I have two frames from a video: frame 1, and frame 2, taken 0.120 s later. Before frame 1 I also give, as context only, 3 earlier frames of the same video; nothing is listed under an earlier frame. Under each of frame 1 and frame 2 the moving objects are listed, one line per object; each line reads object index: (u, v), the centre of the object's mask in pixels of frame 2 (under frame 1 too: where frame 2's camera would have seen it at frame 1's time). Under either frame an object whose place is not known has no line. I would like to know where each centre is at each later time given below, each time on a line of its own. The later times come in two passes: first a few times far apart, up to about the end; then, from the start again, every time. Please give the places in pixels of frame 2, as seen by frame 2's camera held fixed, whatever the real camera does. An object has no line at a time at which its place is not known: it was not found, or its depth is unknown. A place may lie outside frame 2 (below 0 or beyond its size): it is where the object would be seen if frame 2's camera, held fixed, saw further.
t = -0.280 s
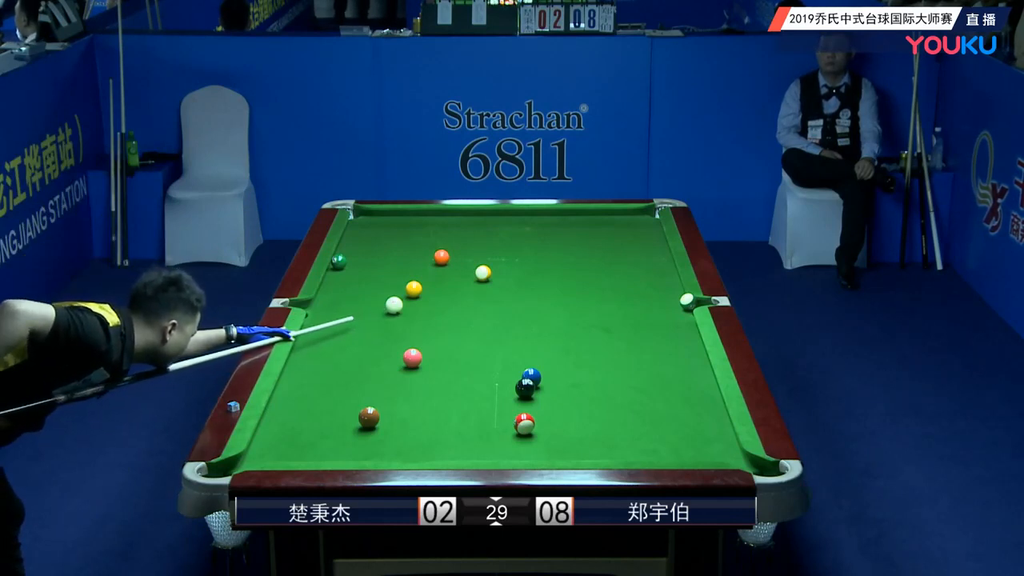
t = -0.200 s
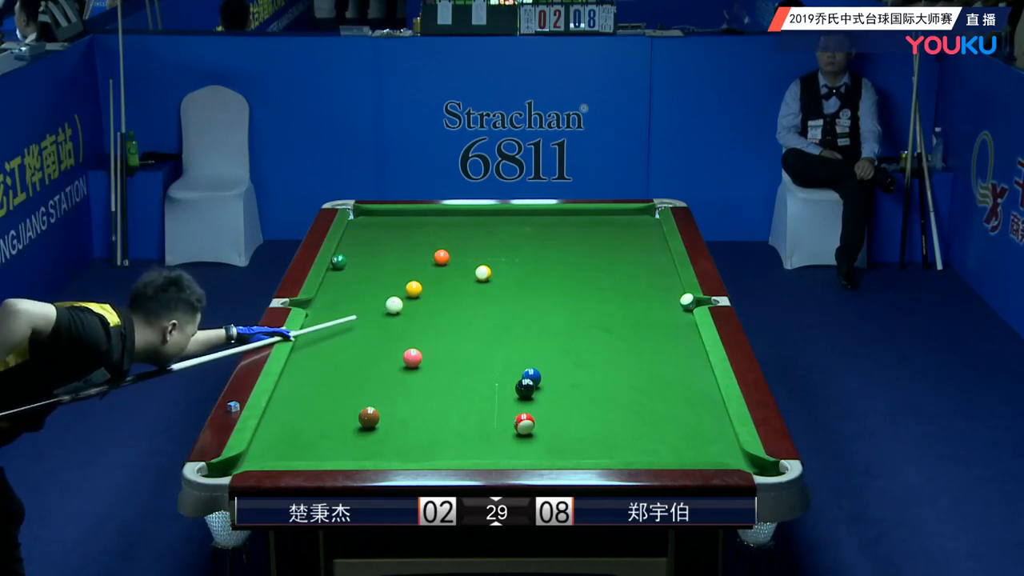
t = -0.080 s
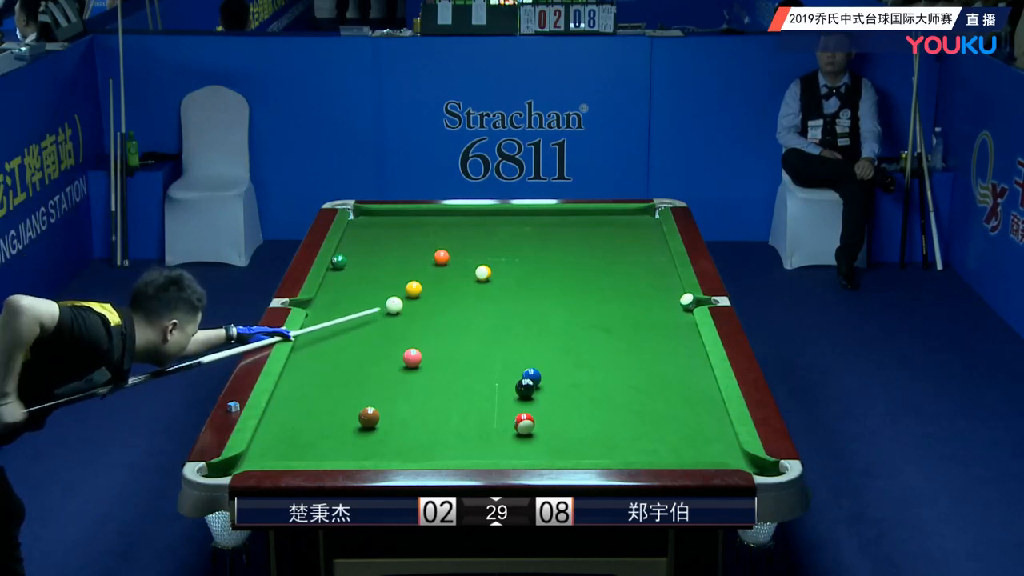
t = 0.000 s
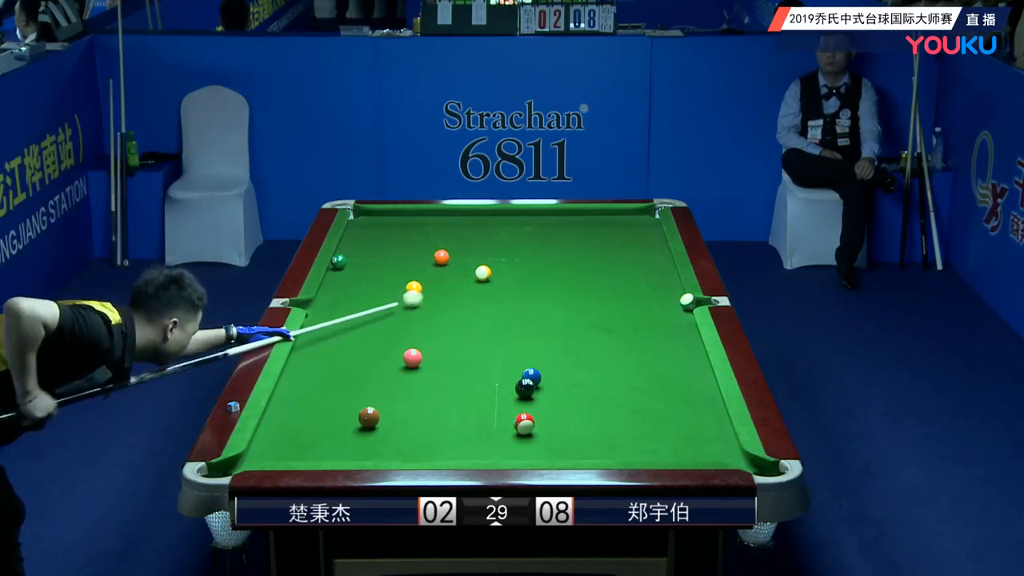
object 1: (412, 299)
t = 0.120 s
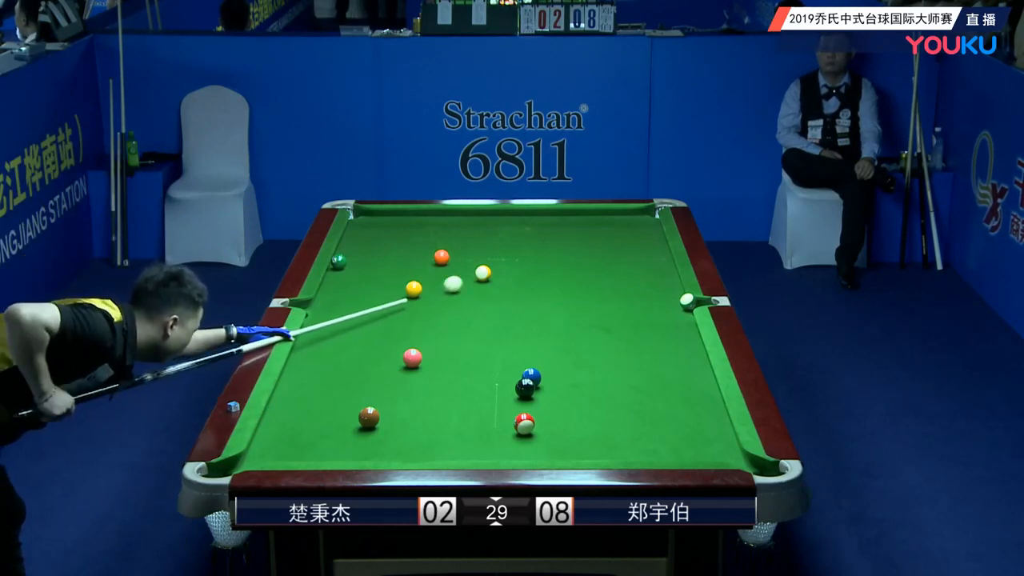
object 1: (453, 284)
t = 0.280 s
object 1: (476, 277)
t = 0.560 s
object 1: (494, 271)
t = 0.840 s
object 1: (512, 266)
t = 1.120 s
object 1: (528, 262)
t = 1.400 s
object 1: (542, 258)
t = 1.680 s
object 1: (554, 255)
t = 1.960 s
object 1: (564, 252)
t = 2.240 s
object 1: (572, 250)
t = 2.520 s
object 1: (578, 248)
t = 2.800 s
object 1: (583, 247)
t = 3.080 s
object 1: (585, 247)
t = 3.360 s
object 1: (586, 246)
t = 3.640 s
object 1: (585, 246)
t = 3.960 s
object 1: (585, 246)
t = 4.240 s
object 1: (585, 247)
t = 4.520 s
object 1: (585, 246)
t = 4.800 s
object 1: (585, 247)
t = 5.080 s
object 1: (585, 246)
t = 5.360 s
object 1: (585, 246)
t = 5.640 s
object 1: (585, 246)
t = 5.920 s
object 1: (585, 246)
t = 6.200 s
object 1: (585, 246)
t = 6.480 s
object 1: (585, 247)
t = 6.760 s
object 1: (585, 247)
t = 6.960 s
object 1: (585, 247)
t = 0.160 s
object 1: (464, 280)
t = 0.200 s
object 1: (473, 277)
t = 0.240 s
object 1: (474, 277)
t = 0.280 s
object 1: (476, 277)
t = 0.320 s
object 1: (478, 276)
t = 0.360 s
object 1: (480, 275)
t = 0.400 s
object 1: (483, 274)
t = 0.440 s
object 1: (486, 273)
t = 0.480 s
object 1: (489, 273)
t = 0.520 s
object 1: (492, 272)
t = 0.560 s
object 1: (494, 271)
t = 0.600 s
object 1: (497, 270)
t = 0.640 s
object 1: (500, 269)
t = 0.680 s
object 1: (502, 269)
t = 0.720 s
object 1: (505, 268)
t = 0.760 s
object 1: (507, 267)
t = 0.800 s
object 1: (510, 267)
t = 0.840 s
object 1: (512, 266)
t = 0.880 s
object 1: (514, 265)
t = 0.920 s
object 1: (517, 265)
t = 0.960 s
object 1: (519, 264)
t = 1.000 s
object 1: (521, 263)
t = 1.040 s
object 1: (523, 263)
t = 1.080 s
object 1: (526, 262)
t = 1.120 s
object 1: (528, 262)
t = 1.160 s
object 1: (530, 261)
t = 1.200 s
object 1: (532, 260)
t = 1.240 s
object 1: (534, 260)
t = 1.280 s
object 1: (536, 259)
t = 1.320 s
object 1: (538, 259)
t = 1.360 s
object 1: (540, 258)
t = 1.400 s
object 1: (542, 258)
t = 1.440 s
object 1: (543, 257)
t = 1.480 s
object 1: (545, 257)
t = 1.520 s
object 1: (547, 257)
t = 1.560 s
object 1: (549, 256)
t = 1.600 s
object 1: (550, 255)
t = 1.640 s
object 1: (552, 255)
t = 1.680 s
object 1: (554, 255)
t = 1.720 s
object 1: (555, 254)
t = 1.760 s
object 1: (557, 254)
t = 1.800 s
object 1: (558, 254)
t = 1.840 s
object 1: (560, 253)
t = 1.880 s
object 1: (561, 253)
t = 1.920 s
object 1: (562, 253)
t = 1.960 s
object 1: (564, 252)
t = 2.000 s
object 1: (565, 252)
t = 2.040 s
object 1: (566, 252)
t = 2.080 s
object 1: (568, 251)
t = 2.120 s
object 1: (569, 251)
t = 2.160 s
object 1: (570, 251)
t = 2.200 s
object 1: (571, 250)
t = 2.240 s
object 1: (572, 250)
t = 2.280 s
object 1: (573, 250)
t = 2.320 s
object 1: (574, 250)
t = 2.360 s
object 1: (575, 249)
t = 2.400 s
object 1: (576, 249)
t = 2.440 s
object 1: (577, 249)
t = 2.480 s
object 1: (577, 249)
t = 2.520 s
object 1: (578, 248)
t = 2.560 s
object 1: (579, 248)
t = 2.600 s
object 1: (580, 248)
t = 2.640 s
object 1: (580, 248)
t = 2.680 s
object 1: (581, 248)
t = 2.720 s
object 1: (582, 248)
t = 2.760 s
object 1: (582, 247)
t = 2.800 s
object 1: (583, 247)
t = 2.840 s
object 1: (583, 247)
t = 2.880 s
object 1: (584, 247)
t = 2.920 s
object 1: (584, 247)
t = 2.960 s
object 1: (585, 247)
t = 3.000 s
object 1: (585, 247)
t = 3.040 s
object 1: (585, 247)
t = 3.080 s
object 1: (585, 247)
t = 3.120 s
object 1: (586, 247)
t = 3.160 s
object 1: (586, 247)
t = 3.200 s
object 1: (586, 246)
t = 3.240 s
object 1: (586, 246)
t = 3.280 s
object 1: (586, 246)
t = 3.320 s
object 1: (586, 246)
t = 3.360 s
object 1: (586, 246)
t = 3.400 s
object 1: (586, 246)
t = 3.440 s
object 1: (586, 247)
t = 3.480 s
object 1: (586, 247)
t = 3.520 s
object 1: (585, 247)
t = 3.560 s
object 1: (585, 246)
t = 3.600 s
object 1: (585, 247)
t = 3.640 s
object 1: (585, 246)
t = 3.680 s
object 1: (585, 246)
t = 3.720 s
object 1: (585, 246)
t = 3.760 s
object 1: (585, 246)
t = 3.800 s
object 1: (585, 246)
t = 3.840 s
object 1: (585, 246)
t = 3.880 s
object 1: (585, 246)
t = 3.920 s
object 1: (585, 246)
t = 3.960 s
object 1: (585, 246)
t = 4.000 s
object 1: (585, 247)
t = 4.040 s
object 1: (585, 247)
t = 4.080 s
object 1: (585, 247)
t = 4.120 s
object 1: (585, 247)
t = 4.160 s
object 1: (585, 247)
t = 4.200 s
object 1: (585, 247)
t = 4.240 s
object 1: (585, 247)
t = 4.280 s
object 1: (585, 247)
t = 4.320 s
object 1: (585, 247)
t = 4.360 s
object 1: (585, 247)
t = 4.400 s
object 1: (585, 246)
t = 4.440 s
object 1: (585, 246)
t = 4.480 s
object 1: (585, 246)
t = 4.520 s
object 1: (585, 246)
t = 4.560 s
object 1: (585, 247)
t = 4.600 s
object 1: (585, 247)
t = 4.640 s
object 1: (585, 247)
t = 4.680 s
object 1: (585, 247)
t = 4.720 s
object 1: (585, 247)
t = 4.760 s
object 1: (585, 247)
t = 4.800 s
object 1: (585, 247)
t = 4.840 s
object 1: (585, 246)
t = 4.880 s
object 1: (585, 246)
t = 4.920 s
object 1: (585, 246)
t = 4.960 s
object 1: (585, 246)
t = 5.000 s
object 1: (585, 246)
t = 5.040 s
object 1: (585, 246)
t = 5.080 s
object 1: (585, 246)
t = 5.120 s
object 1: (585, 246)
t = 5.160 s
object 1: (585, 246)
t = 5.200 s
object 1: (585, 246)
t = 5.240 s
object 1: (585, 246)
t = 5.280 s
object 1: (585, 246)
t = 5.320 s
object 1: (585, 246)
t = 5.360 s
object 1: (585, 246)
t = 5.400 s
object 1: (585, 246)
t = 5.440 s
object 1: (585, 246)
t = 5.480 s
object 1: (585, 246)
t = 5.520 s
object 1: (585, 247)
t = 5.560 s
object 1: (585, 247)
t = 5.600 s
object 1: (585, 246)
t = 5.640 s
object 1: (585, 246)
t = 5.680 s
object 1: (585, 246)
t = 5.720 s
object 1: (585, 246)
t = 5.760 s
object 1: (585, 246)
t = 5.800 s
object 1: (585, 247)
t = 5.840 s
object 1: (585, 246)
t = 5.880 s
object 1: (585, 246)
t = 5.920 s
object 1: (585, 246)
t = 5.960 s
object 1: (585, 246)
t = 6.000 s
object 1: (585, 246)
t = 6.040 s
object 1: (585, 246)
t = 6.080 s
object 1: (585, 246)
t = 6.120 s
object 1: (585, 246)
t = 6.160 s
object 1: (585, 246)
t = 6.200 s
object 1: (585, 246)
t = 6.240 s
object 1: (585, 246)
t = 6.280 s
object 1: (585, 246)
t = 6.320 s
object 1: (585, 246)
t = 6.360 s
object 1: (585, 247)
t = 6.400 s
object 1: (585, 247)
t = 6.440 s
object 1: (585, 247)
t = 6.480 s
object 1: (585, 247)
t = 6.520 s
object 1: (585, 246)
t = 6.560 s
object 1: (585, 247)
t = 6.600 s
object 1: (585, 246)
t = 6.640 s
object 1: (585, 246)
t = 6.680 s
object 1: (585, 246)
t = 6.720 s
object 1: (585, 246)
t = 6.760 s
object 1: (585, 247)
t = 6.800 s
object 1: (585, 246)
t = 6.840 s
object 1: (585, 246)
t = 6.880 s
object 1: (585, 246)
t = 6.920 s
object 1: (585, 246)
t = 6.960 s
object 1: (585, 247)
